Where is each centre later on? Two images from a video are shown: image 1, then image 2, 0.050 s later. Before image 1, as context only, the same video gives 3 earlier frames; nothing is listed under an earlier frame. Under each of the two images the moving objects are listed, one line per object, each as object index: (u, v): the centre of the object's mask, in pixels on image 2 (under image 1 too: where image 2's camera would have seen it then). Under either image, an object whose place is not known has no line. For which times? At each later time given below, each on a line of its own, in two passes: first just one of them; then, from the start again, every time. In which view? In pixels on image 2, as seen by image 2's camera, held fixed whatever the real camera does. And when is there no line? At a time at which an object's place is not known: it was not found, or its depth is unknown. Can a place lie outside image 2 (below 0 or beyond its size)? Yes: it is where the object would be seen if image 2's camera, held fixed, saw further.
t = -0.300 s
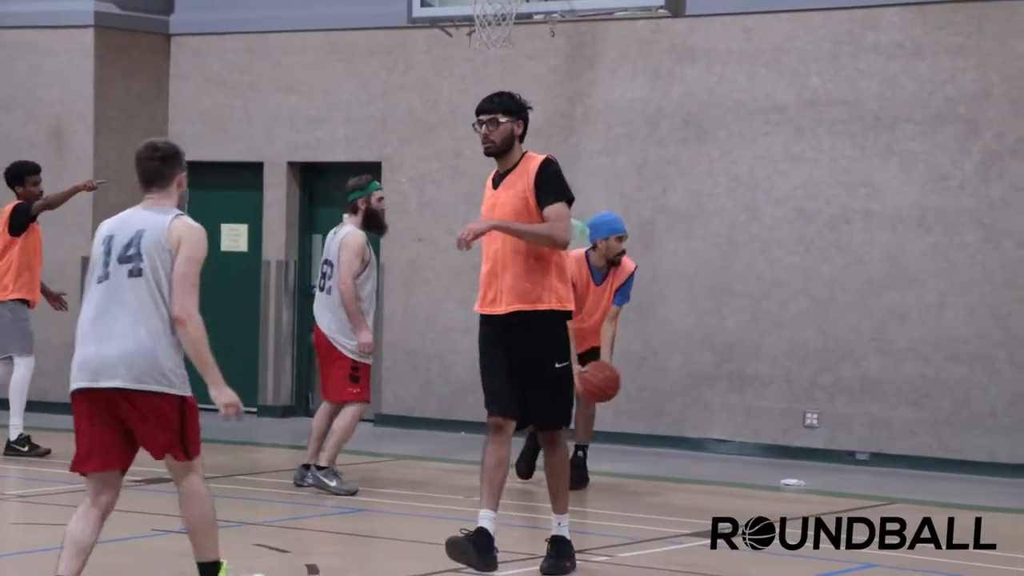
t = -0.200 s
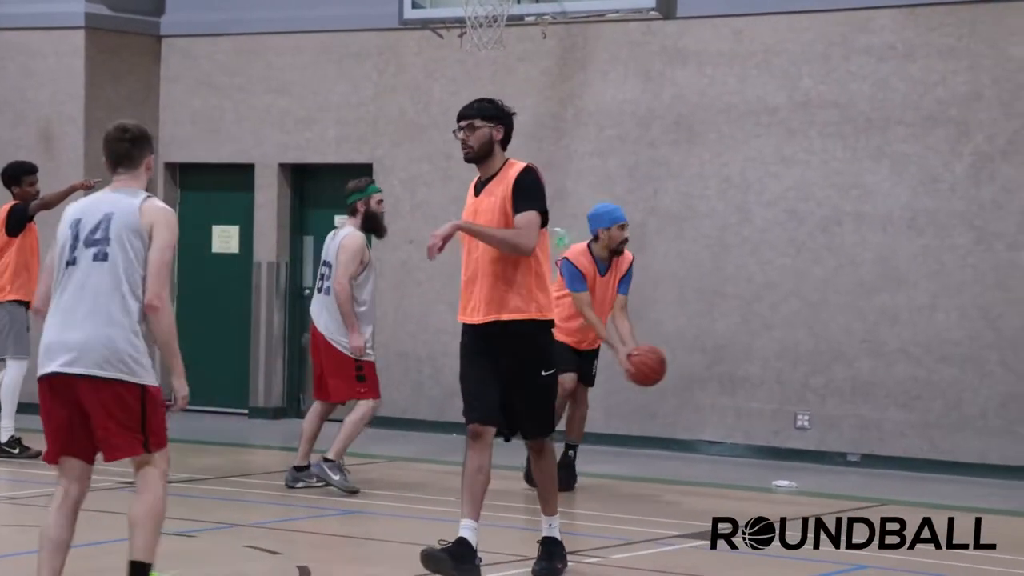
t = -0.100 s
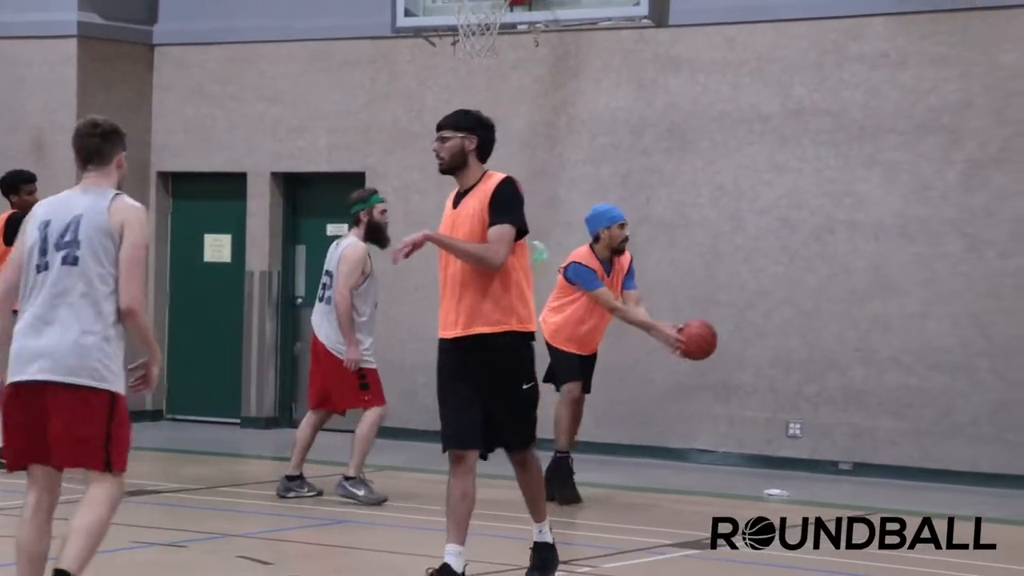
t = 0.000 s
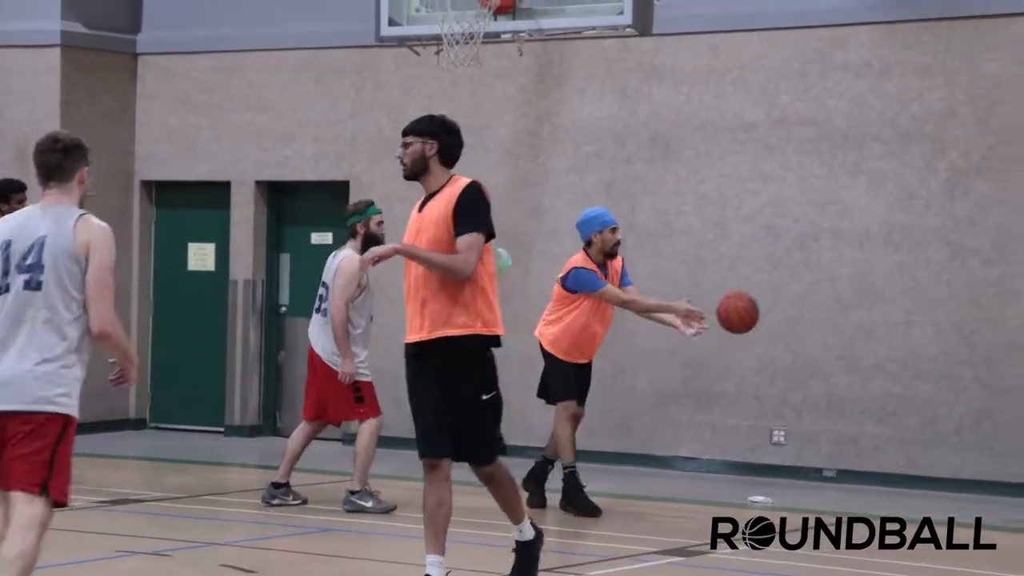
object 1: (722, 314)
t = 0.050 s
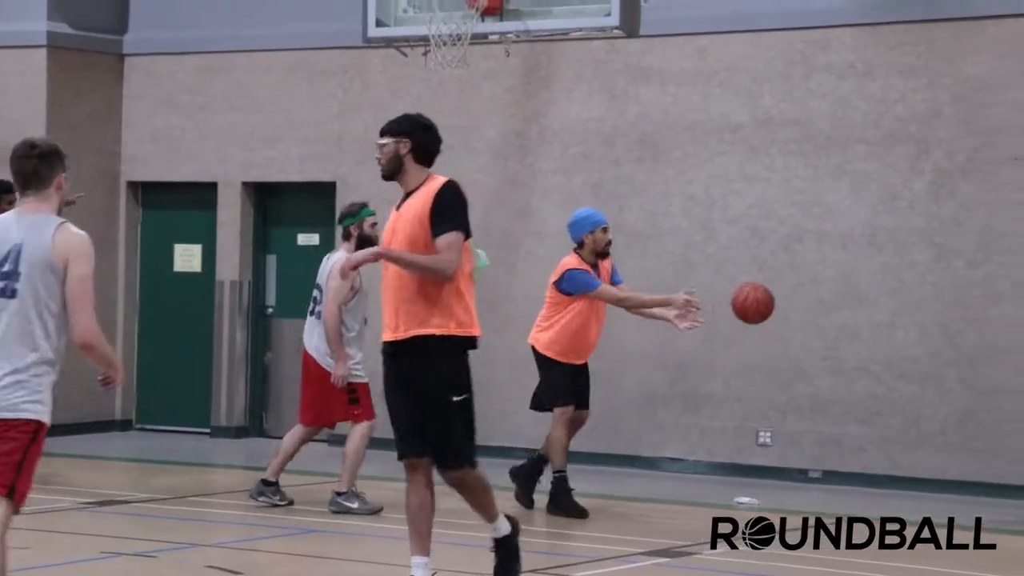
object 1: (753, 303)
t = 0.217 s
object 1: (848, 297)
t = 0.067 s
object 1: (761, 300)
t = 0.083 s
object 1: (771, 298)
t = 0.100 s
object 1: (781, 296)
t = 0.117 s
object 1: (790, 295)
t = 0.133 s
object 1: (800, 294)
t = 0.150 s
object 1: (809, 294)
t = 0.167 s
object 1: (819, 294)
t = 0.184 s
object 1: (829, 295)
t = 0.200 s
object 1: (838, 296)
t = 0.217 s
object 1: (848, 297)
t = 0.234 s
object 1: (857, 299)
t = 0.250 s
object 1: (867, 302)
